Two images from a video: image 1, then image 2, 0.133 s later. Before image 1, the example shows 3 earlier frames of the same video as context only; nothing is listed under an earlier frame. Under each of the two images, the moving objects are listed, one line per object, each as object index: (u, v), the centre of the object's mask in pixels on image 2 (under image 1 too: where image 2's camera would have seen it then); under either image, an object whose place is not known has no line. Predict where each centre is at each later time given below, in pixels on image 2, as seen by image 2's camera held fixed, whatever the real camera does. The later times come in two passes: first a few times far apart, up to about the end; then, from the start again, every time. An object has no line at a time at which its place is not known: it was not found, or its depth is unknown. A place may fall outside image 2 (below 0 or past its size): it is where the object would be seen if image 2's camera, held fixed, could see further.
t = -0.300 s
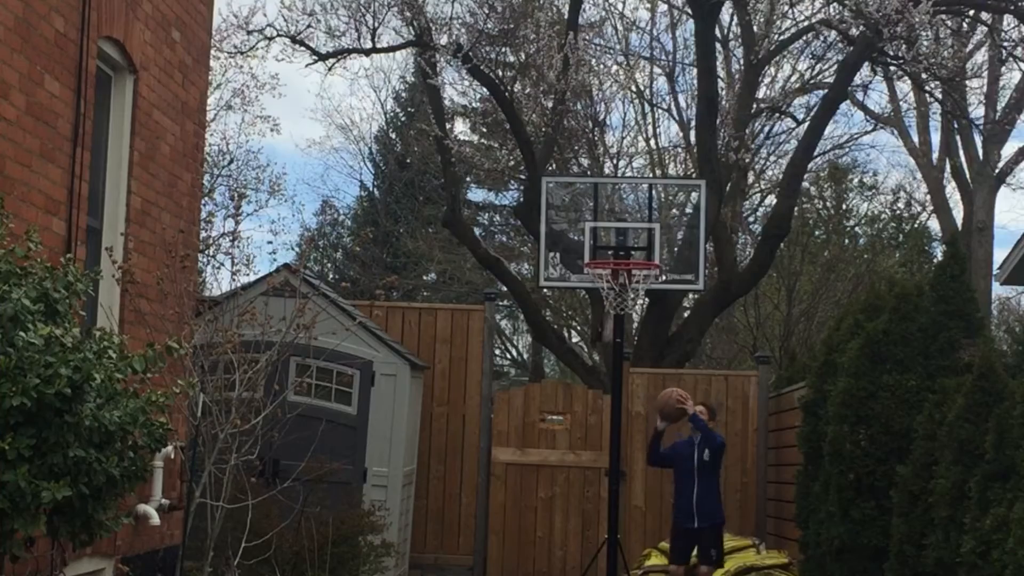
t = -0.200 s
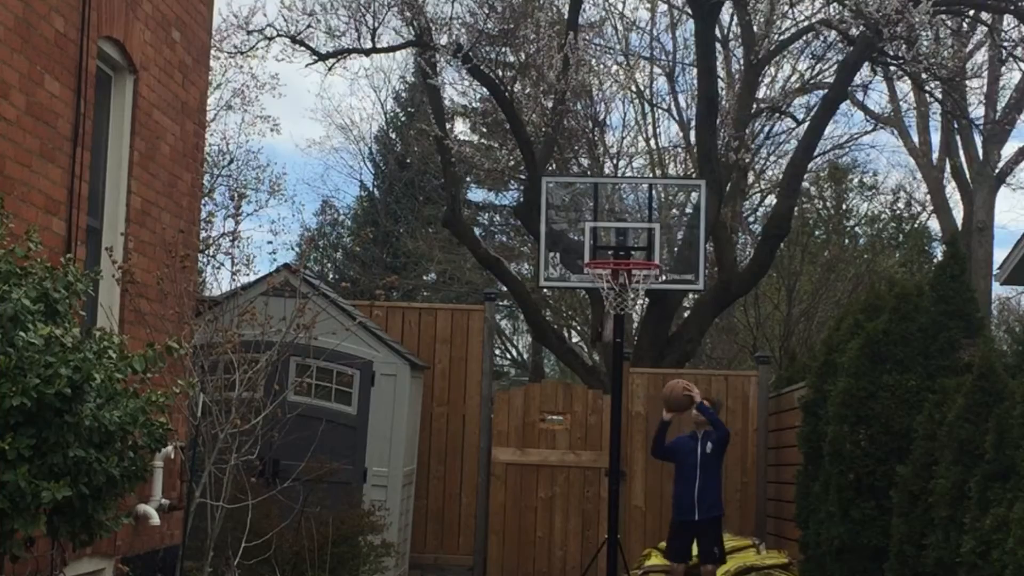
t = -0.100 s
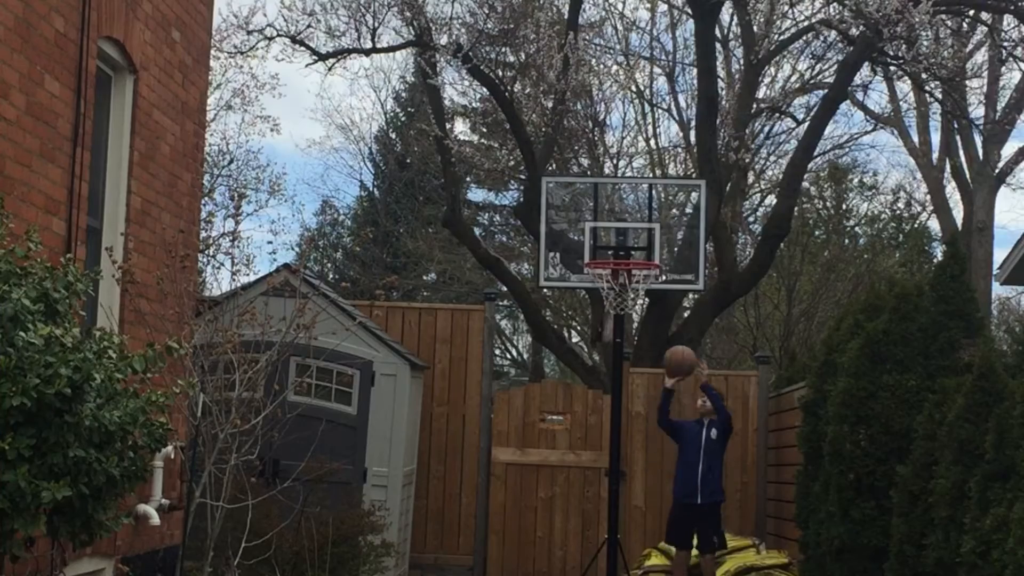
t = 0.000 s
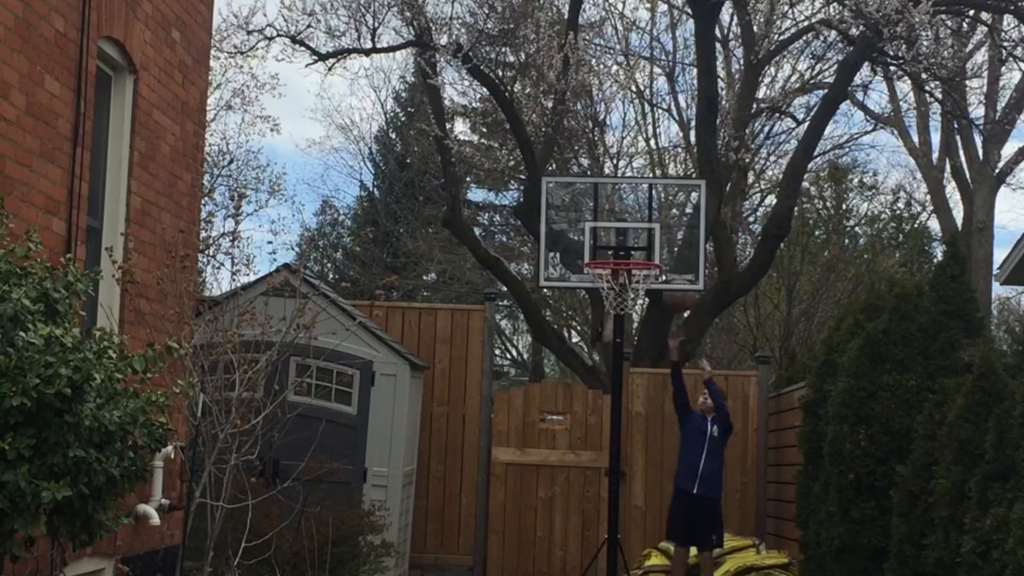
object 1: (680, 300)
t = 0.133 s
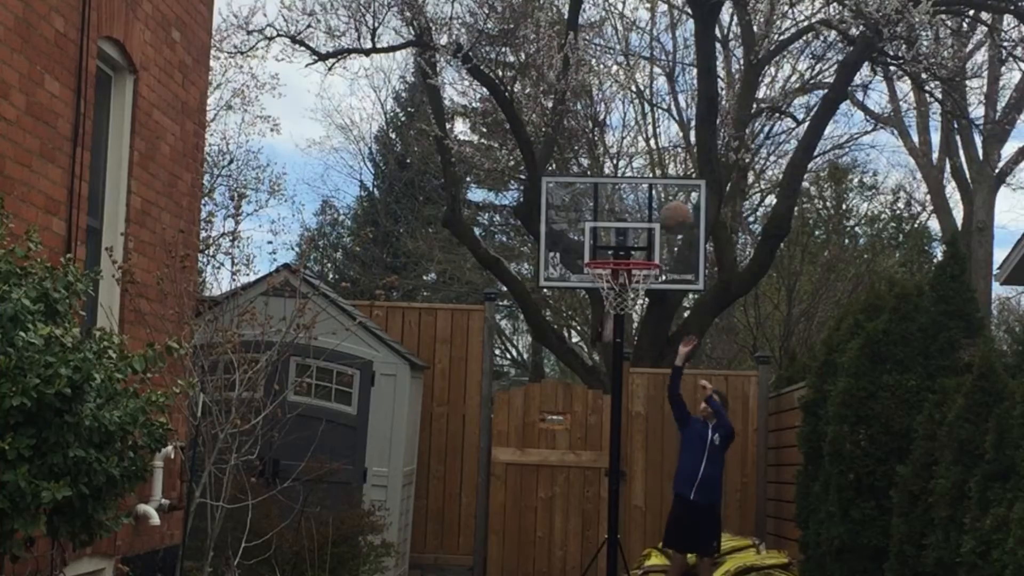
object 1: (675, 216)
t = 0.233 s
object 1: (672, 170)
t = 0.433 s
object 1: (664, 132)
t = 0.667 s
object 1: (652, 151)
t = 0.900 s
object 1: (635, 248)
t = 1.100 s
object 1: (601, 282)
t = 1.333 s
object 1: (614, 307)
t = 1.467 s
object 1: (625, 351)
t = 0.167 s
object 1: (674, 203)
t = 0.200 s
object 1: (674, 194)
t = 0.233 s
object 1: (672, 170)
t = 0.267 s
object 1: (671, 164)
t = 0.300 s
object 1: (669, 155)
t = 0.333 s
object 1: (669, 147)
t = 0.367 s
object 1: (667, 141)
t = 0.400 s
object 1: (665, 136)
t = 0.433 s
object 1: (664, 132)
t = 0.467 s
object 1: (663, 130)
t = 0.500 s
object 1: (661, 130)
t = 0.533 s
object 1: (659, 131)
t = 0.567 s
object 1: (657, 133)
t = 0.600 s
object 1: (655, 138)
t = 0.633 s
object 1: (653, 144)
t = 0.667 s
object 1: (652, 151)
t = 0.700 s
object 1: (649, 161)
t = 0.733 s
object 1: (647, 171)
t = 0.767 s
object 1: (645, 184)
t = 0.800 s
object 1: (643, 199)
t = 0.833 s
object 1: (641, 215)
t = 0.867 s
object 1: (638, 233)
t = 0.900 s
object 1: (635, 248)
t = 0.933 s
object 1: (630, 247)
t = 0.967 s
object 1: (624, 254)
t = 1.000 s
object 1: (618, 260)
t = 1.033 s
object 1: (612, 266)
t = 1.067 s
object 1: (607, 273)
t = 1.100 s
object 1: (601, 282)
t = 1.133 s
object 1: (600, 286)
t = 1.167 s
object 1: (600, 285)
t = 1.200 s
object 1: (603, 285)
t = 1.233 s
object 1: (607, 288)
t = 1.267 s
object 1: (609, 293)
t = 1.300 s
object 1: (610, 299)
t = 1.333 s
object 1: (614, 307)
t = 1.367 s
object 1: (616, 316)
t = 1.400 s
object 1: (619, 326)
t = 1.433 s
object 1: (621, 338)
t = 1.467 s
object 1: (625, 351)
